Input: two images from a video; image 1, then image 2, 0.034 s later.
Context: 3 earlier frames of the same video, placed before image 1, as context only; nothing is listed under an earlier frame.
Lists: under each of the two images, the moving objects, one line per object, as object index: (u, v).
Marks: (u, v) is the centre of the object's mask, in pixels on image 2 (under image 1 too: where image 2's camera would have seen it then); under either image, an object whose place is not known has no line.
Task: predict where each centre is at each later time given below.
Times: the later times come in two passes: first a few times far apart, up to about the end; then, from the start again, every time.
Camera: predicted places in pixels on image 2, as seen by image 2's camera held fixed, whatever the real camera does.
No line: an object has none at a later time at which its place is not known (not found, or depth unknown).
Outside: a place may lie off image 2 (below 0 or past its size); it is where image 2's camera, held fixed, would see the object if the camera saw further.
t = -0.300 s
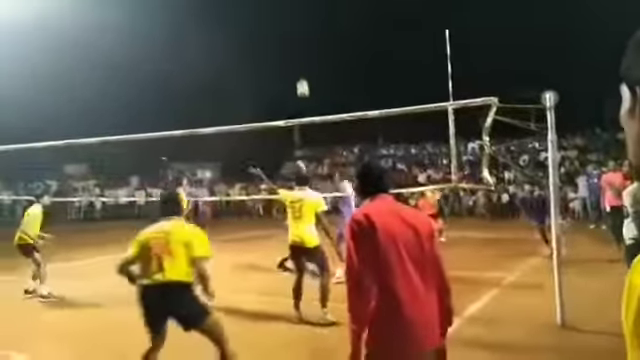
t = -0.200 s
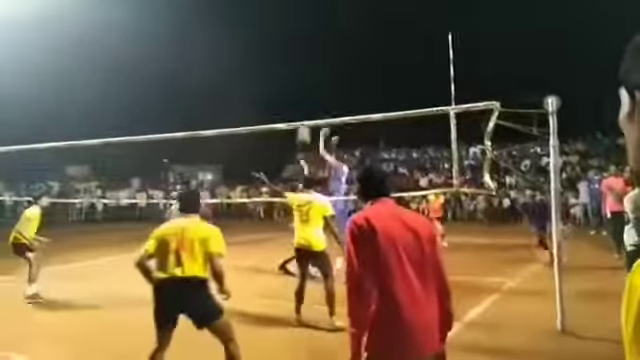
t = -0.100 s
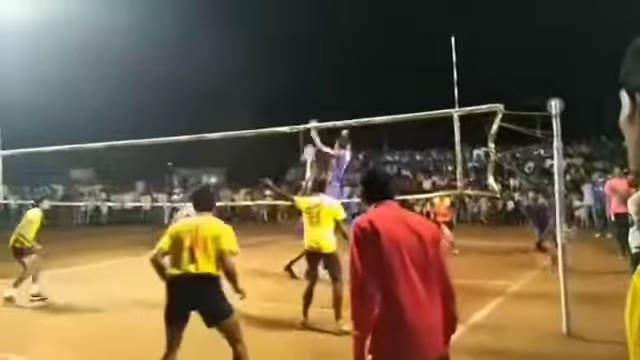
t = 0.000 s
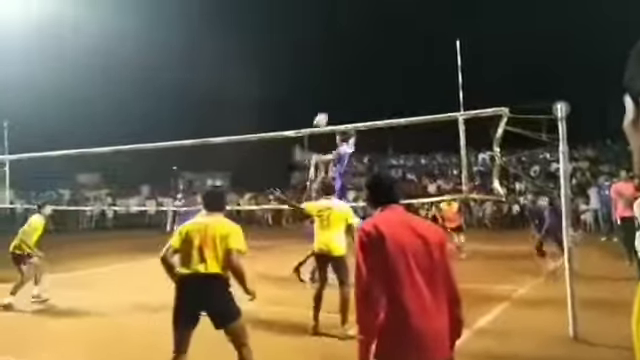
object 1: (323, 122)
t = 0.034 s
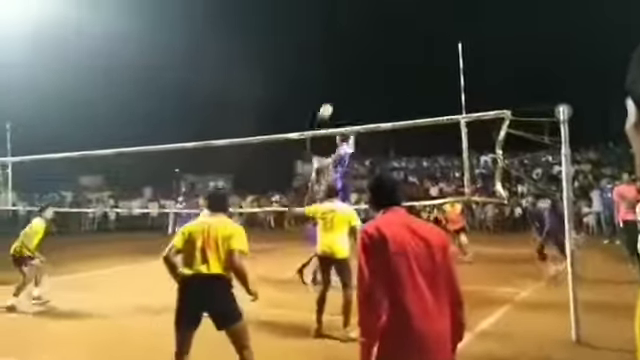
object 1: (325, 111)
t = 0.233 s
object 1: (340, 56)
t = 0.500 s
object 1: (363, 15)
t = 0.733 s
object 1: (387, 13)
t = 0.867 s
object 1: (401, 28)
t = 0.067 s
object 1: (327, 101)
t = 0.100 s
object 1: (329, 91)
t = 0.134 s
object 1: (332, 82)
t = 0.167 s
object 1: (334, 73)
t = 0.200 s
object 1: (337, 64)
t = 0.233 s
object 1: (340, 56)
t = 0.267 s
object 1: (343, 49)
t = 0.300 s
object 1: (345, 43)
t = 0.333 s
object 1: (348, 37)
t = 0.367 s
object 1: (351, 31)
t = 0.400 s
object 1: (354, 27)
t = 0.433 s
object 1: (357, 22)
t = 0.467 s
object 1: (359, 18)
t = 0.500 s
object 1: (363, 15)
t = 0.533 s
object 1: (366, 13)
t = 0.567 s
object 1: (369, 11)
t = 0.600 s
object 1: (372, 10)
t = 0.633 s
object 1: (376, 10)
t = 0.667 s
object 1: (380, 10)
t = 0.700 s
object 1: (383, 12)
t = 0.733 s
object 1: (387, 13)
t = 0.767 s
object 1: (390, 16)
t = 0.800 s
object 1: (394, 19)
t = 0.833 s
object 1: (398, 23)
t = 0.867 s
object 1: (401, 28)
